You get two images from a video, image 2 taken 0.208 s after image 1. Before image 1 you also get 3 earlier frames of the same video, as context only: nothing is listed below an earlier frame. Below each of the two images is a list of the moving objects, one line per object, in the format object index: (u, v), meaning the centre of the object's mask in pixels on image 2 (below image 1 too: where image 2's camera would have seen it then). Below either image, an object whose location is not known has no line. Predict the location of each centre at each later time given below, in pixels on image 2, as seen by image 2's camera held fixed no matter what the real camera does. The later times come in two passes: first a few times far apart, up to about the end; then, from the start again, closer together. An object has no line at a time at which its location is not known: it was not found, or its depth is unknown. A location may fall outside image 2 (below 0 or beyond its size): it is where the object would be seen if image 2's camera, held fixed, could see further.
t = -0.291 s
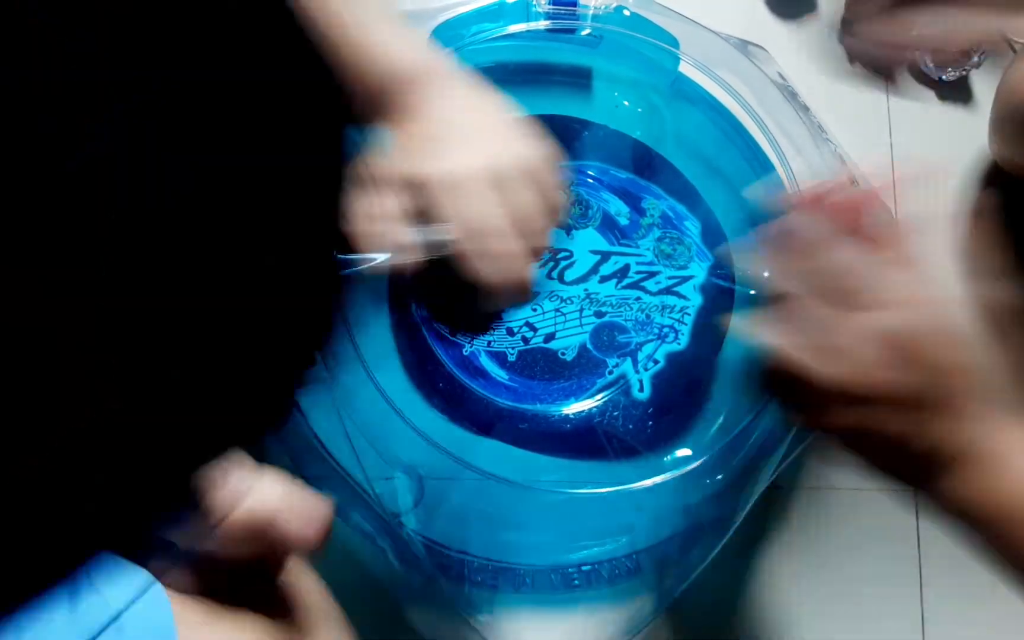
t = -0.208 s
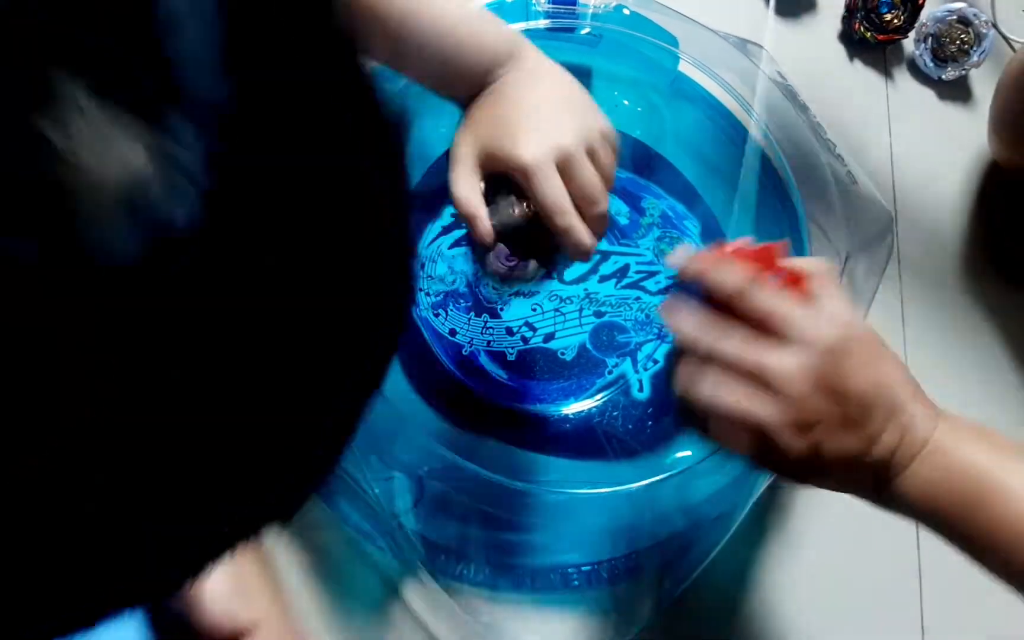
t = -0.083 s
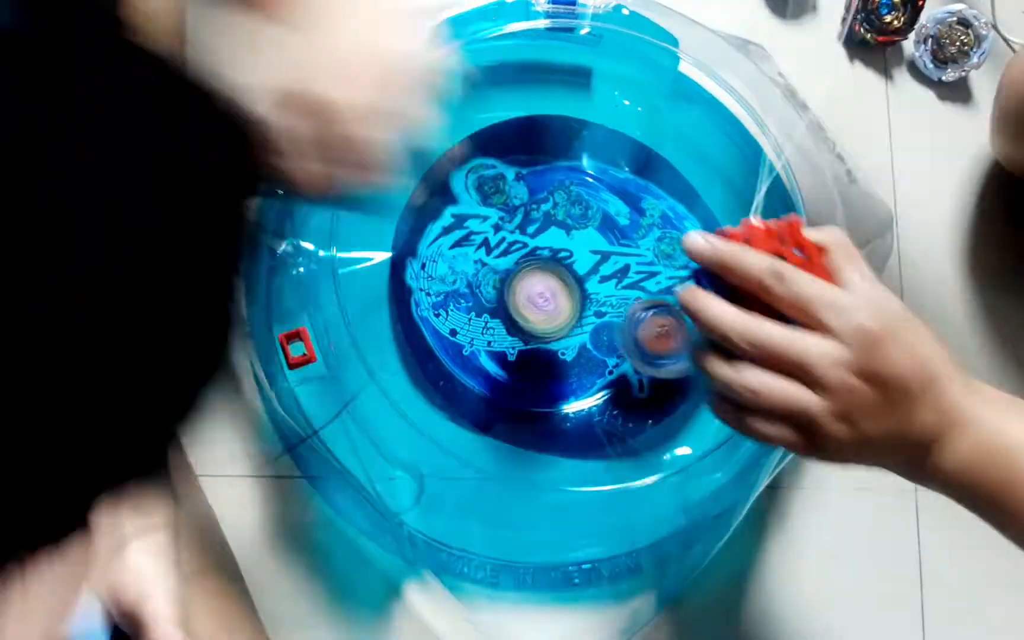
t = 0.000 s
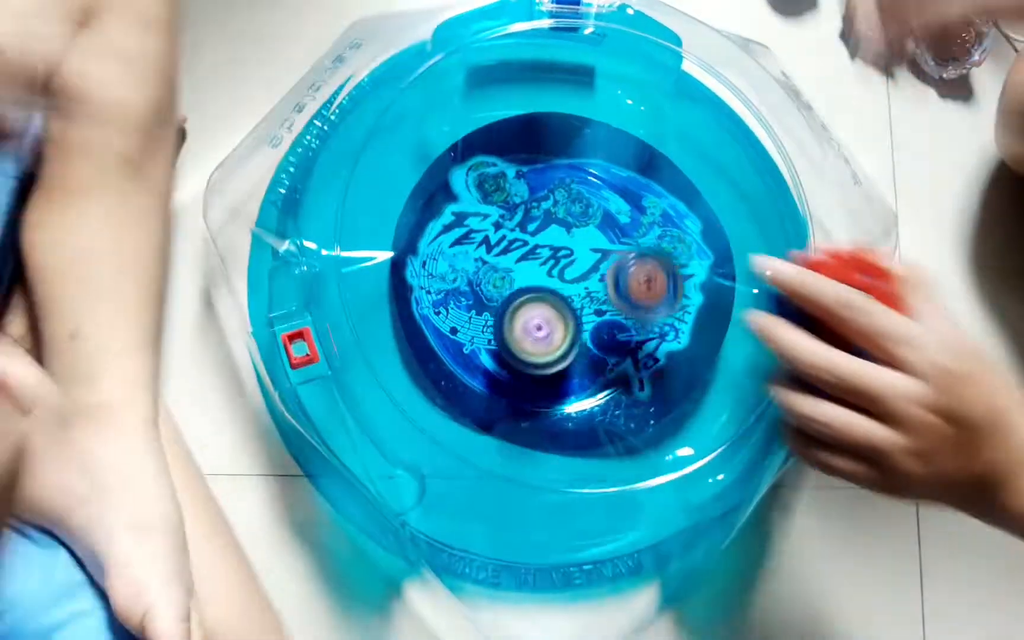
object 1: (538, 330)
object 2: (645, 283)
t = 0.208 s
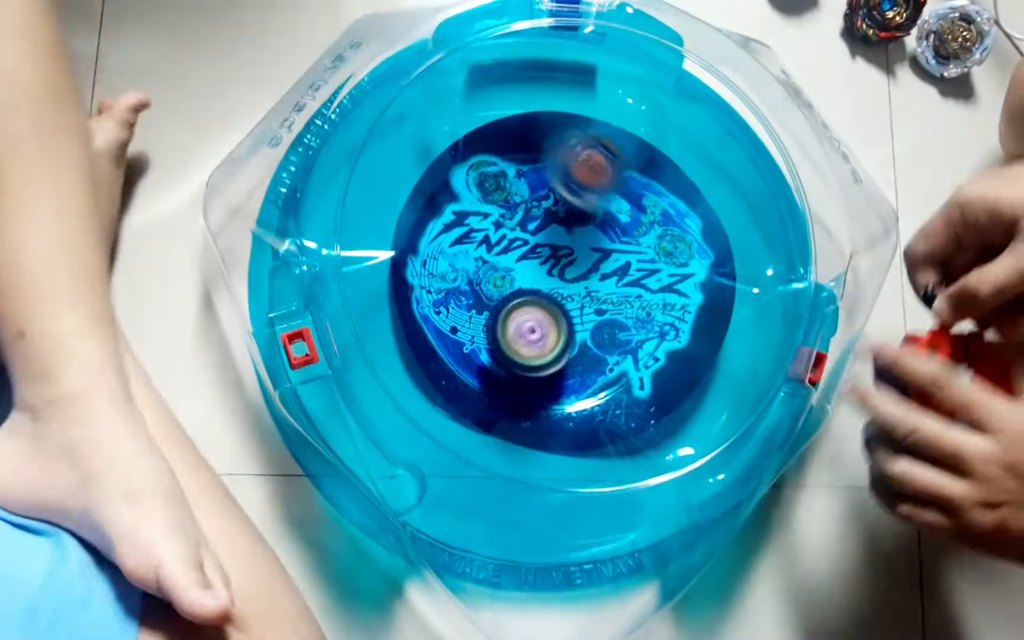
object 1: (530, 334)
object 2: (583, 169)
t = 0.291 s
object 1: (545, 318)
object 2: (530, 152)
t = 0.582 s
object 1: (524, 224)
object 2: (362, 268)
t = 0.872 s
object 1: (471, 284)
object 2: (625, 389)
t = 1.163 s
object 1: (611, 367)
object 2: (638, 142)
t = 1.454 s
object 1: (604, 166)
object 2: (289, 206)
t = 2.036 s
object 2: (283, 212)
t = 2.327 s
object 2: (380, 228)
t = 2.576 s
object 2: (466, 322)
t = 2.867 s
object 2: (649, 323)
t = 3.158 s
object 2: (573, 163)
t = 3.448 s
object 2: (436, 284)
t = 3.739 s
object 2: (593, 395)
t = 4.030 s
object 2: (655, 229)
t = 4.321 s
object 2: (482, 179)
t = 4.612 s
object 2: (681, 286)
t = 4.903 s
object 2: (628, 324)
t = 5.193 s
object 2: (499, 316)
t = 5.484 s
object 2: (476, 292)
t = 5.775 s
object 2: (523, 256)
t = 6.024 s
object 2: (549, 219)
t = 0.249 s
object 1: (537, 327)
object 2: (559, 151)
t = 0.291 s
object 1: (545, 318)
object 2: (530, 152)
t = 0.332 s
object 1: (549, 305)
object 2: (501, 160)
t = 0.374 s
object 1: (551, 285)
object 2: (471, 171)
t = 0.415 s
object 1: (549, 272)
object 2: (436, 194)
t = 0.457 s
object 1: (545, 257)
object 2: (411, 219)
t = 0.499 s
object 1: (540, 243)
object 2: (387, 240)
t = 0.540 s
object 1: (531, 232)
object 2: (373, 256)
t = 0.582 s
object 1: (524, 224)
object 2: (362, 268)
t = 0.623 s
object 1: (514, 219)
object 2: (378, 284)
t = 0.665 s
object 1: (503, 220)
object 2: (395, 307)
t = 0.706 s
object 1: (491, 221)
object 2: (426, 330)
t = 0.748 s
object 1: (484, 232)
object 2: (463, 355)
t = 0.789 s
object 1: (478, 246)
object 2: (513, 381)
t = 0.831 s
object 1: (472, 264)
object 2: (568, 390)
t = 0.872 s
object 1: (471, 284)
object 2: (625, 389)
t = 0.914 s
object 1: (474, 306)
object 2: (672, 369)
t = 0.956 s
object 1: (485, 331)
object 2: (711, 335)
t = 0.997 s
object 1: (505, 353)
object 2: (741, 300)
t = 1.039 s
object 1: (528, 368)
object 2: (726, 262)
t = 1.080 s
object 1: (554, 375)
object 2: (696, 232)
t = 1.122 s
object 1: (586, 376)
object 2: (666, 182)
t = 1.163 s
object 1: (611, 367)
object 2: (638, 142)
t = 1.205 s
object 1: (640, 357)
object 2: (601, 104)
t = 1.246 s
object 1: (662, 333)
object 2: (555, 87)
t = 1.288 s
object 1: (675, 304)
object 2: (499, 93)
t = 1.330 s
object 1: (673, 267)
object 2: (445, 114)
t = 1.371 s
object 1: (659, 232)
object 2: (396, 145)
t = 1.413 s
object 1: (635, 197)
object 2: (340, 171)
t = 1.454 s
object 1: (604, 166)
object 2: (289, 206)
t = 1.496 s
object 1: (563, 144)
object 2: (283, 196)
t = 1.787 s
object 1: (368, 130)
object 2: (268, 197)
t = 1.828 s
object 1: (349, 152)
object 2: (269, 198)
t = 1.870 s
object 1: (360, 165)
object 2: (257, 210)
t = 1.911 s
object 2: (262, 212)
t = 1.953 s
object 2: (268, 208)
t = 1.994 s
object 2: (273, 209)
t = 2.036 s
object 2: (283, 212)
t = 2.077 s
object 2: (300, 213)
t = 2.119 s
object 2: (319, 207)
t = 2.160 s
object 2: (337, 203)
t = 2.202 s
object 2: (349, 204)
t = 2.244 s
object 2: (361, 208)
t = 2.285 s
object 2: (376, 217)
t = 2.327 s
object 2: (380, 228)
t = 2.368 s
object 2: (385, 240)
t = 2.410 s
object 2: (393, 252)
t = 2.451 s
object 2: (406, 266)
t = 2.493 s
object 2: (422, 282)
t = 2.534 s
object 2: (440, 300)
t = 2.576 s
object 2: (466, 322)
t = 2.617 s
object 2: (494, 341)
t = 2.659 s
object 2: (520, 356)
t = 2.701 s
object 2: (550, 366)
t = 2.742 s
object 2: (582, 363)
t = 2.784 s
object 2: (607, 357)
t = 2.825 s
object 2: (630, 343)
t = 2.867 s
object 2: (649, 323)
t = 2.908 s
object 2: (659, 298)
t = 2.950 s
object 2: (662, 269)
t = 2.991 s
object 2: (656, 243)
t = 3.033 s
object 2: (644, 217)
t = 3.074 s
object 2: (627, 198)
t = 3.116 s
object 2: (604, 180)
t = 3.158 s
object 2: (573, 163)
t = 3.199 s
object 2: (549, 157)
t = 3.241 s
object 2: (516, 164)
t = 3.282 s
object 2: (492, 174)
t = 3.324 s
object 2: (470, 192)
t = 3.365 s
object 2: (449, 223)
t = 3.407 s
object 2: (439, 251)
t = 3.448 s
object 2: (436, 284)
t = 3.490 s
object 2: (441, 313)
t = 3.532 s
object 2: (453, 343)
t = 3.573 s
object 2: (474, 367)
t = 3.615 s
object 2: (500, 386)
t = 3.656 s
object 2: (531, 396)
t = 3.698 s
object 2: (560, 399)
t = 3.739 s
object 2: (593, 395)
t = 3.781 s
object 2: (616, 383)
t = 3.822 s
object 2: (641, 365)
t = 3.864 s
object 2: (659, 344)
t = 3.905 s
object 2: (669, 316)
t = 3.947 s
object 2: (672, 285)
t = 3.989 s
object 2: (666, 253)
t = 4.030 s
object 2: (655, 229)
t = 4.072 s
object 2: (638, 205)
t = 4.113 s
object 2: (616, 189)
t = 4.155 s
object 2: (588, 170)
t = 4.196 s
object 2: (562, 161)
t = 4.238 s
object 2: (530, 158)
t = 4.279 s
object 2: (505, 165)
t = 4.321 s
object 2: (482, 179)
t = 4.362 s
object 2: (497, 199)
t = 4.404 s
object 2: (536, 216)
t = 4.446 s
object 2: (576, 234)
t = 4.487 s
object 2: (608, 246)
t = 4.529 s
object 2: (639, 260)
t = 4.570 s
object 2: (666, 274)
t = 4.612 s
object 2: (681, 286)
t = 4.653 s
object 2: (685, 294)
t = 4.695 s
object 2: (685, 302)
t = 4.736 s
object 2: (682, 307)
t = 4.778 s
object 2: (676, 313)
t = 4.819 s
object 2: (664, 320)
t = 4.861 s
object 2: (646, 322)
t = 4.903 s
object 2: (628, 324)
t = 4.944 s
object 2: (609, 324)
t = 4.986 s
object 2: (589, 325)
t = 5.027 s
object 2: (569, 326)
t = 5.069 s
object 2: (548, 324)
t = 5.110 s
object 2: (530, 322)
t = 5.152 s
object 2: (513, 318)
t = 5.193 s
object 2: (499, 316)
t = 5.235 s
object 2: (487, 312)
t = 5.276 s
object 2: (478, 309)
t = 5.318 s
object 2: (473, 305)
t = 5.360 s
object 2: (471, 303)
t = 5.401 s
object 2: (471, 299)
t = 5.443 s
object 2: (473, 296)
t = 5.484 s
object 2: (476, 292)
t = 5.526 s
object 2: (480, 288)
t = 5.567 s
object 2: (486, 285)
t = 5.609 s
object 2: (493, 279)
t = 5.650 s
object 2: (500, 274)
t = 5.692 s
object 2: (507, 270)
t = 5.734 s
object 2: (515, 261)
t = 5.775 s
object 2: (523, 256)
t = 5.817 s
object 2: (528, 250)
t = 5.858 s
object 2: (535, 243)
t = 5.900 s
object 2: (538, 237)
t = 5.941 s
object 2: (541, 231)
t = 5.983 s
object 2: (545, 225)
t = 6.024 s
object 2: (549, 219)
